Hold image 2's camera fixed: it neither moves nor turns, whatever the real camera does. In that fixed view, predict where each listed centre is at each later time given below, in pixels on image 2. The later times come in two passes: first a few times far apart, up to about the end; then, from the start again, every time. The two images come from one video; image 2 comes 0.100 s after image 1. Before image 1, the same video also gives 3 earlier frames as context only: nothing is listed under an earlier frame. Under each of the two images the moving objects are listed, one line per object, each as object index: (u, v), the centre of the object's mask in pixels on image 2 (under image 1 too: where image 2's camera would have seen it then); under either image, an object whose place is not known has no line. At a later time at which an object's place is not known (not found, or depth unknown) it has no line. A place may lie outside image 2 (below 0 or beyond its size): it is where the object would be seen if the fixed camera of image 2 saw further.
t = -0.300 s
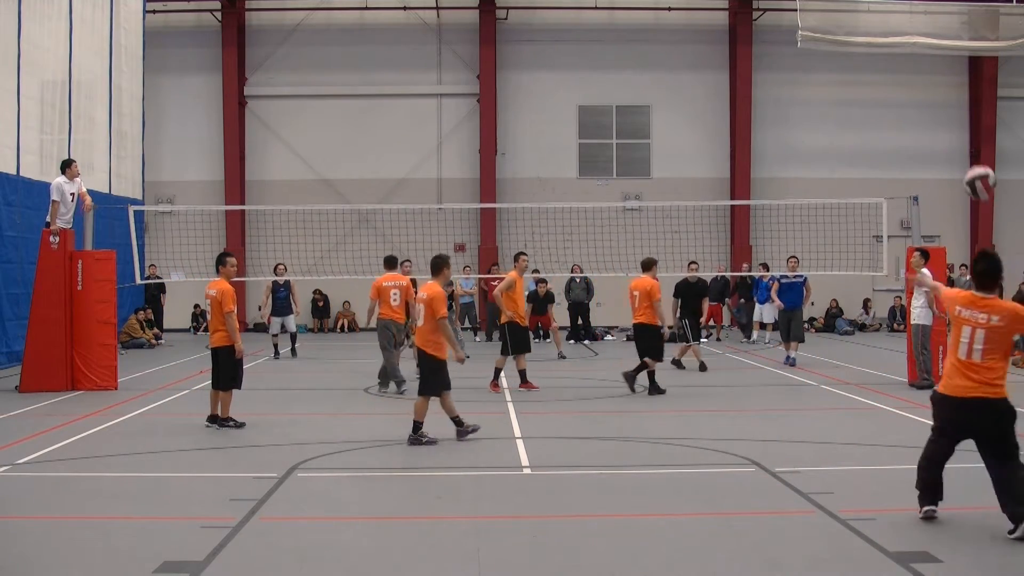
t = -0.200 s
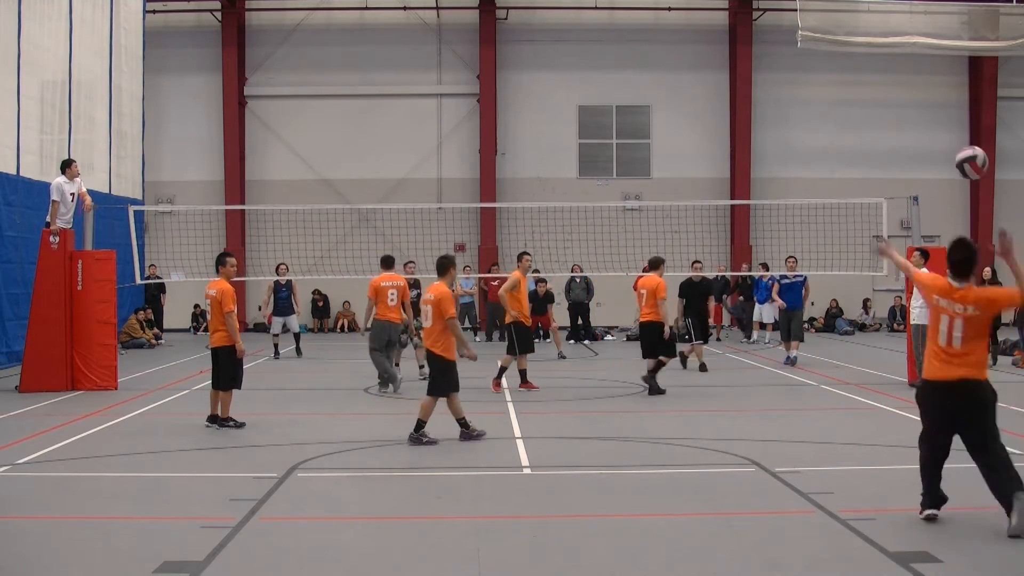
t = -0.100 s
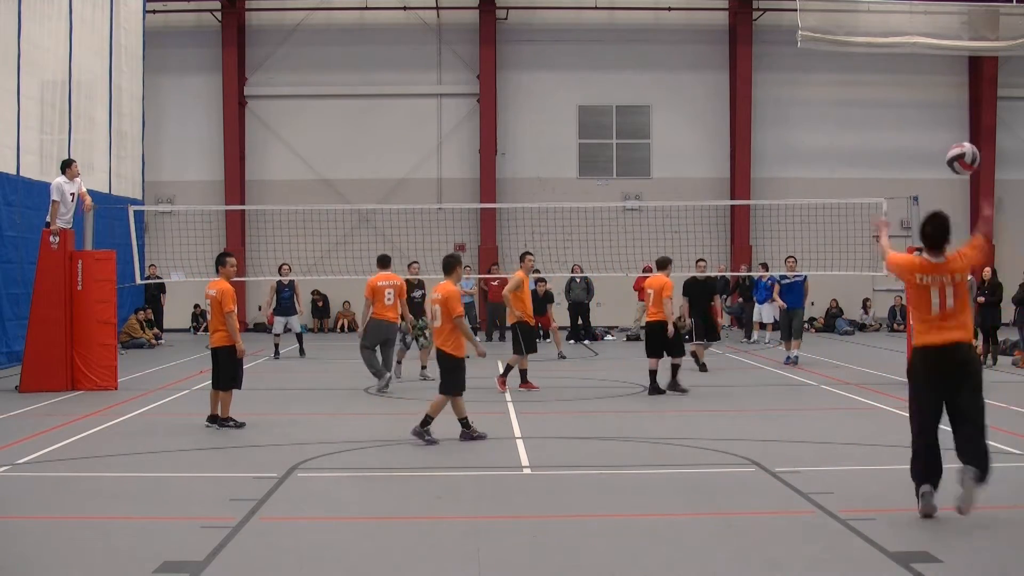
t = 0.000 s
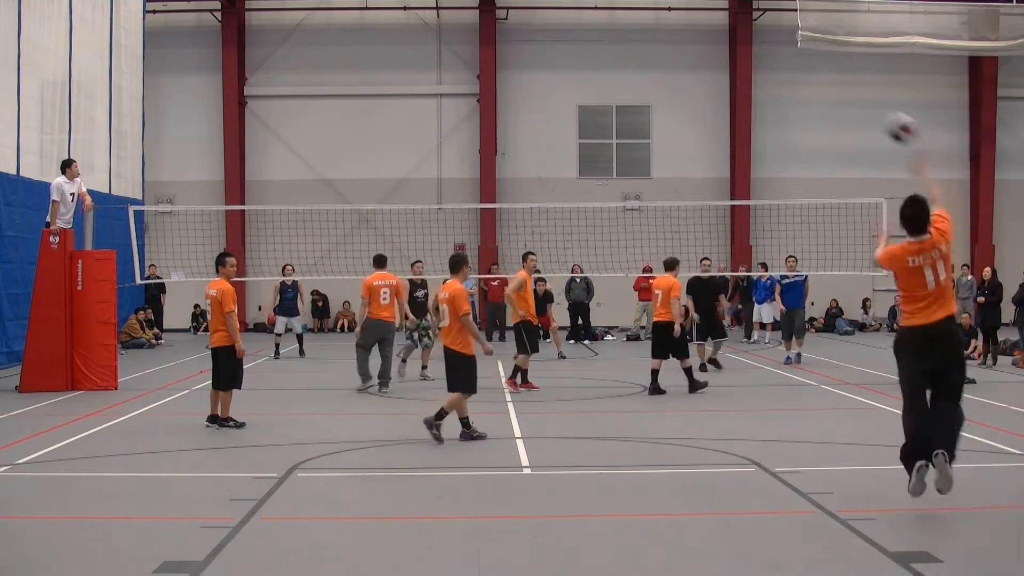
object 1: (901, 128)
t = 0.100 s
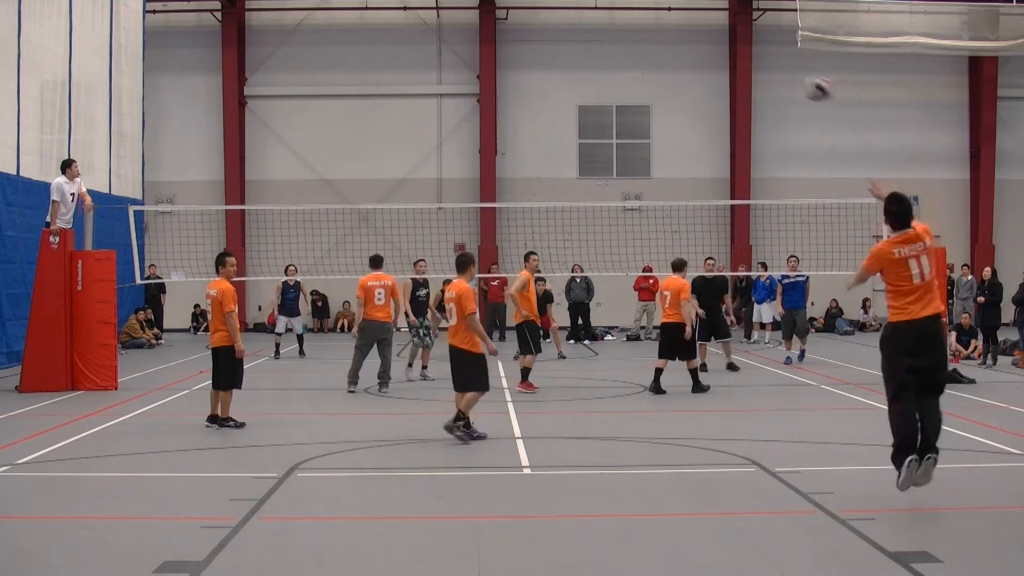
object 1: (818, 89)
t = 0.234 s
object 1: (738, 68)
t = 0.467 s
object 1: (645, 86)
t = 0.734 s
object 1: (572, 146)
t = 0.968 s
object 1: (531, 220)
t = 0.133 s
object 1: (795, 80)
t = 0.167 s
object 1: (775, 74)
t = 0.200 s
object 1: (756, 70)
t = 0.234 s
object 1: (738, 68)
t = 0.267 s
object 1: (723, 67)
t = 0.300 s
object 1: (708, 68)
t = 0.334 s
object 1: (693, 70)
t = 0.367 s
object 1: (680, 72)
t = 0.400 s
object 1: (668, 76)
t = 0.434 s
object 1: (656, 80)
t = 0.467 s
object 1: (645, 86)
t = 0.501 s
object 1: (635, 91)
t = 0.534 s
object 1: (624, 97)
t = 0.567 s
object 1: (613, 104)
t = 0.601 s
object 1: (604, 112)
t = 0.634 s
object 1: (596, 118)
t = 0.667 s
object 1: (588, 127)
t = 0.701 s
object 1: (580, 137)
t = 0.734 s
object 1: (572, 146)
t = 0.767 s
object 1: (565, 156)
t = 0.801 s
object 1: (558, 166)
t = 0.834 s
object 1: (553, 175)
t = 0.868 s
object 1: (546, 187)
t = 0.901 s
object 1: (540, 197)
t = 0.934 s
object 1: (536, 211)
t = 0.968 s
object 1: (531, 220)
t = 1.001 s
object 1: (527, 233)
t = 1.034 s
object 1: (522, 244)
